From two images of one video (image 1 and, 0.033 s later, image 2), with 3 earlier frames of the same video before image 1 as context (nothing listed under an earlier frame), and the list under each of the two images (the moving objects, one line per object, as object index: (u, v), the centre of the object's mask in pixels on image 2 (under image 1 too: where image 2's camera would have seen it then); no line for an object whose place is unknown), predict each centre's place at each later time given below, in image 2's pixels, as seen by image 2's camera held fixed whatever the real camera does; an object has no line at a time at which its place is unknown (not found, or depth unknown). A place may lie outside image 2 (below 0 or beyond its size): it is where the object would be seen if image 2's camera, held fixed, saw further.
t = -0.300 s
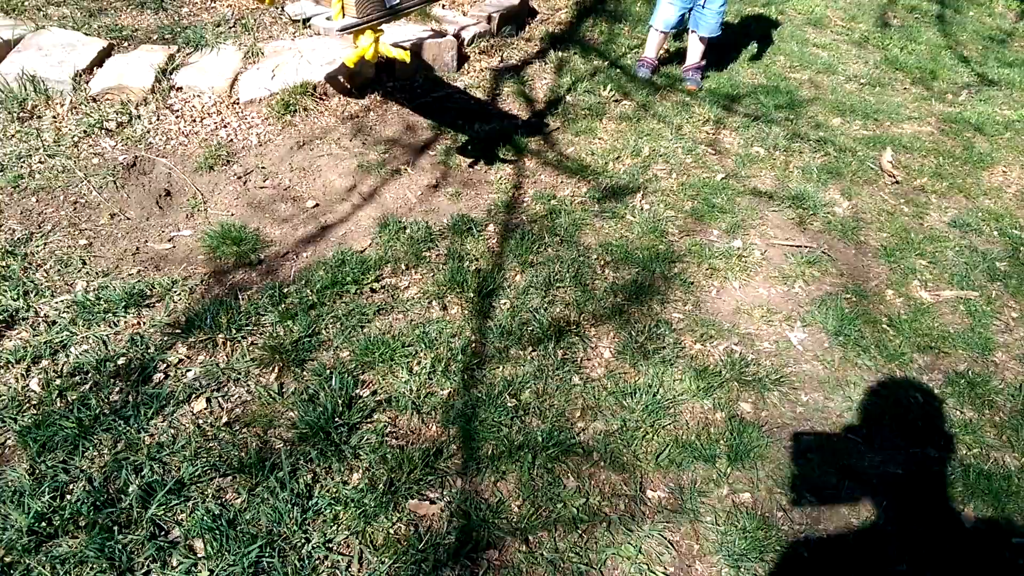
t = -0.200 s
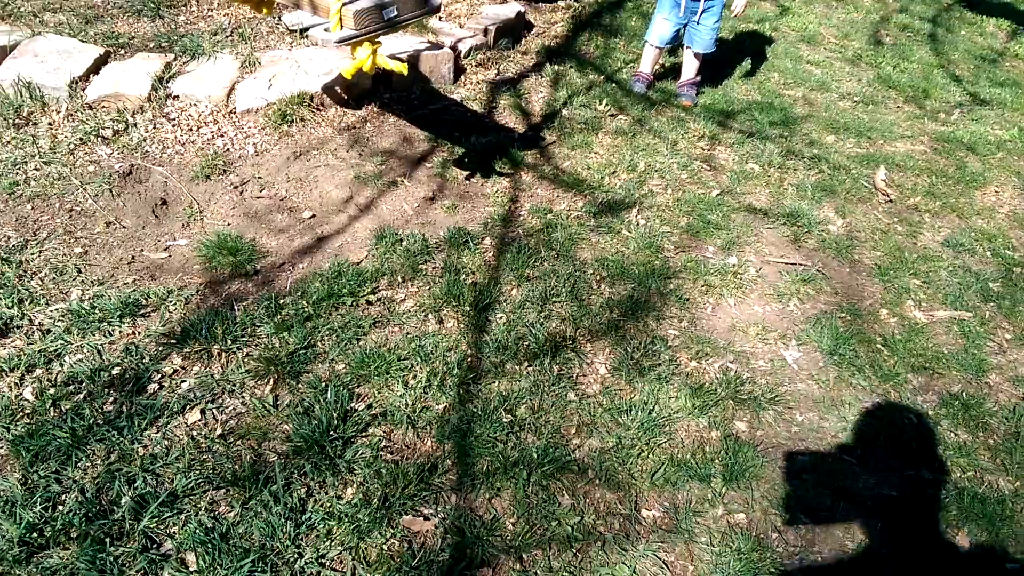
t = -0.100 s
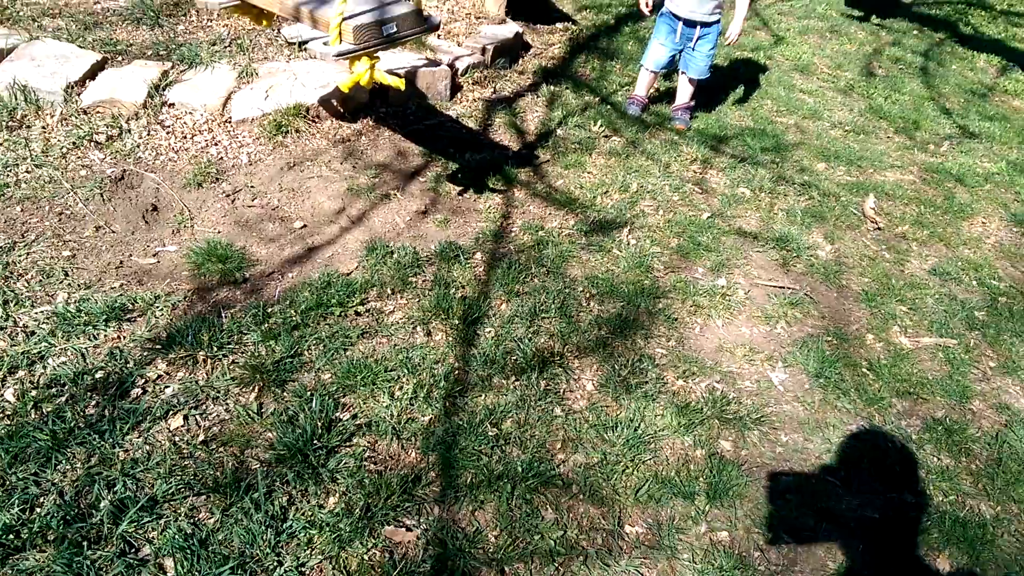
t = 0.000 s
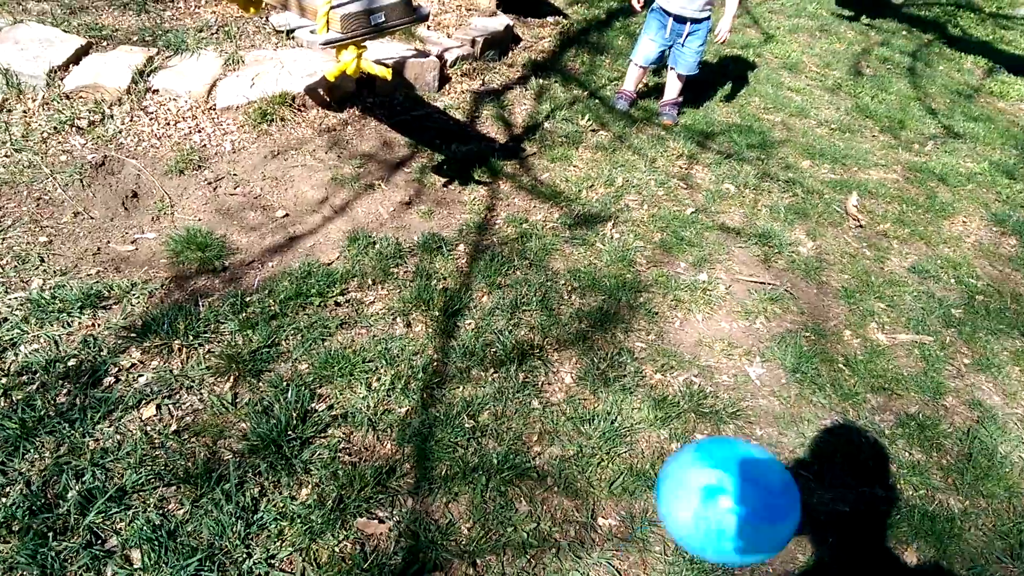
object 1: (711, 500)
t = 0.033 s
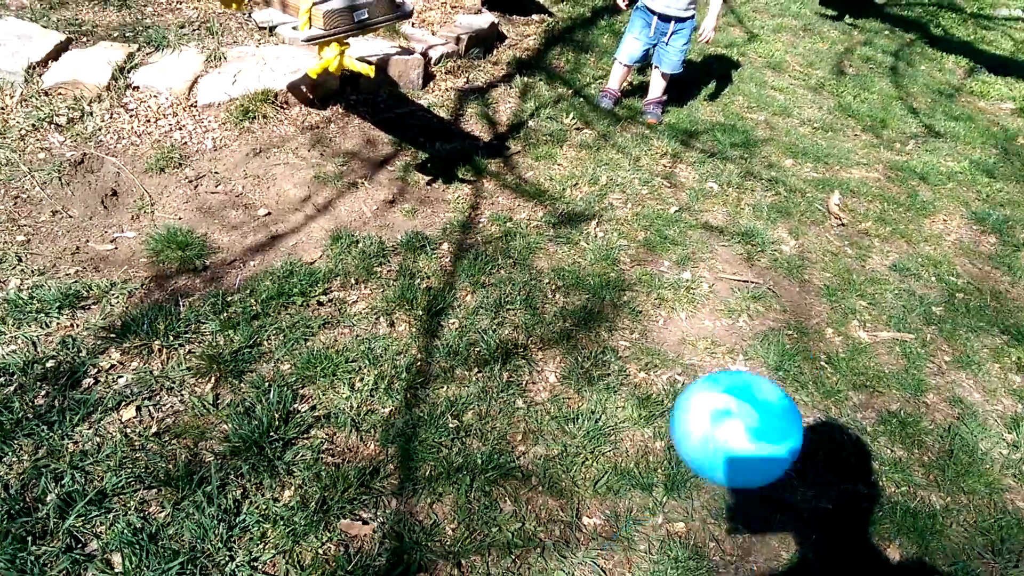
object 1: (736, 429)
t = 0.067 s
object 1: (755, 375)
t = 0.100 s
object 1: (769, 333)
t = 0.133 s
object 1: (780, 300)
